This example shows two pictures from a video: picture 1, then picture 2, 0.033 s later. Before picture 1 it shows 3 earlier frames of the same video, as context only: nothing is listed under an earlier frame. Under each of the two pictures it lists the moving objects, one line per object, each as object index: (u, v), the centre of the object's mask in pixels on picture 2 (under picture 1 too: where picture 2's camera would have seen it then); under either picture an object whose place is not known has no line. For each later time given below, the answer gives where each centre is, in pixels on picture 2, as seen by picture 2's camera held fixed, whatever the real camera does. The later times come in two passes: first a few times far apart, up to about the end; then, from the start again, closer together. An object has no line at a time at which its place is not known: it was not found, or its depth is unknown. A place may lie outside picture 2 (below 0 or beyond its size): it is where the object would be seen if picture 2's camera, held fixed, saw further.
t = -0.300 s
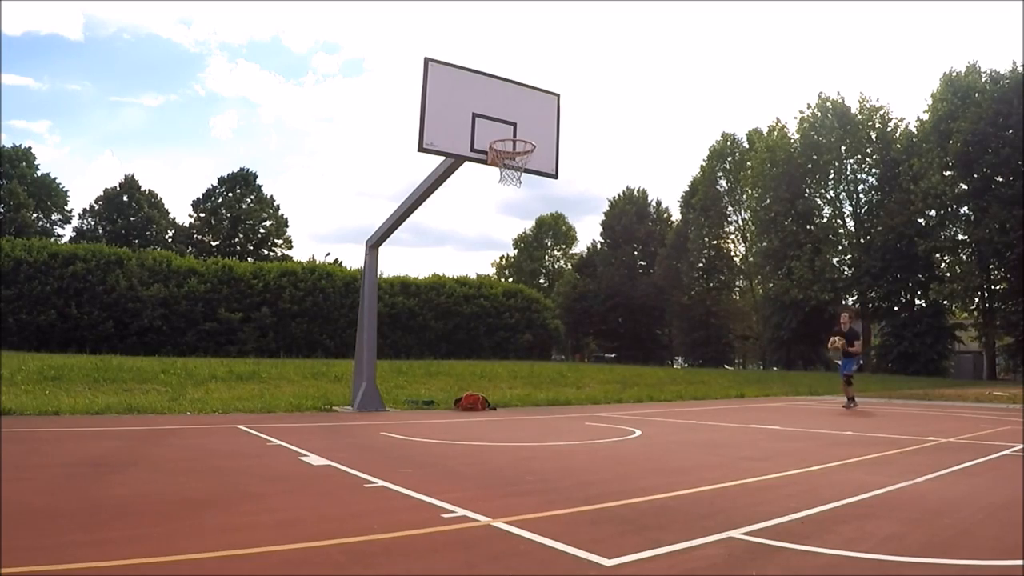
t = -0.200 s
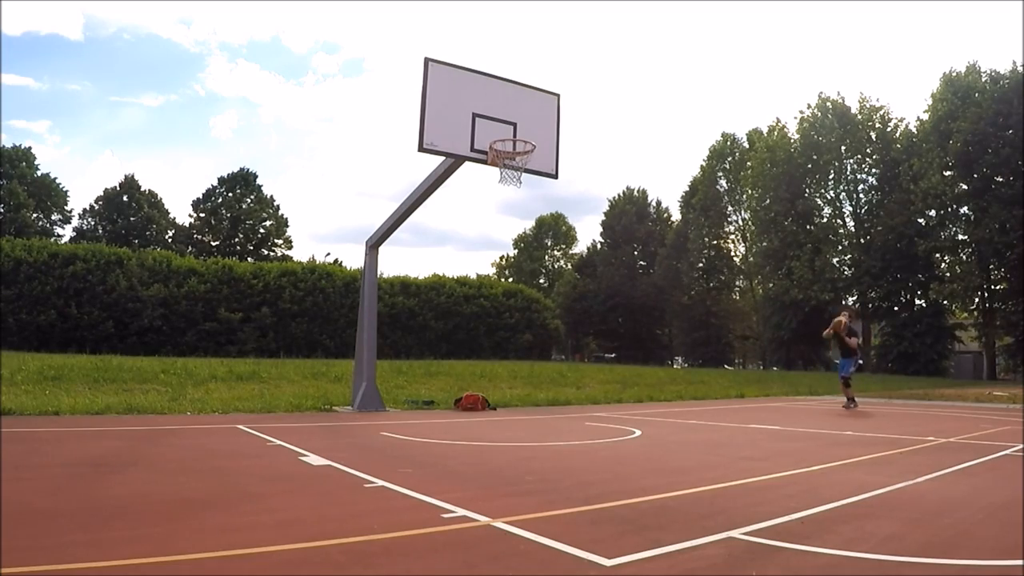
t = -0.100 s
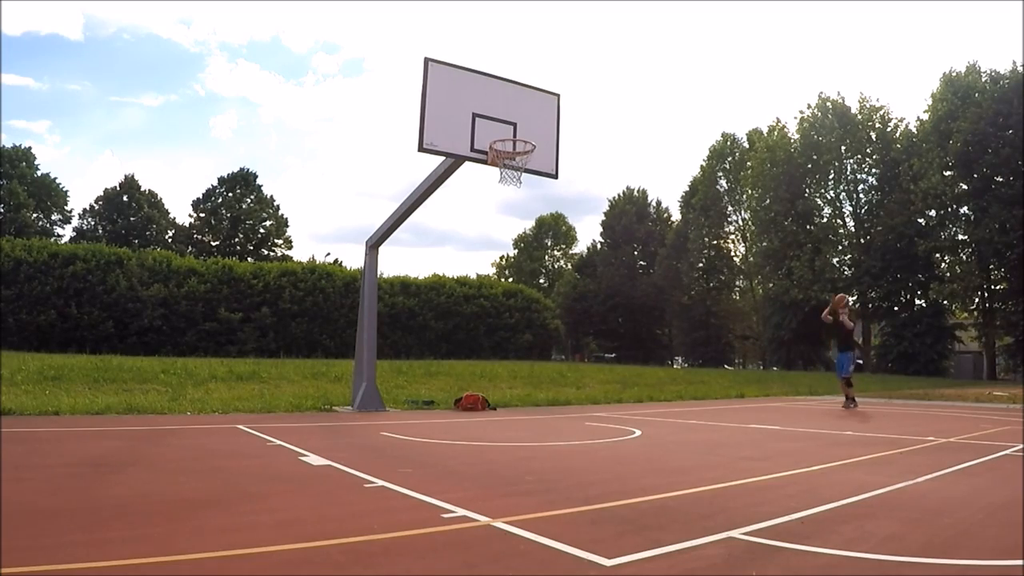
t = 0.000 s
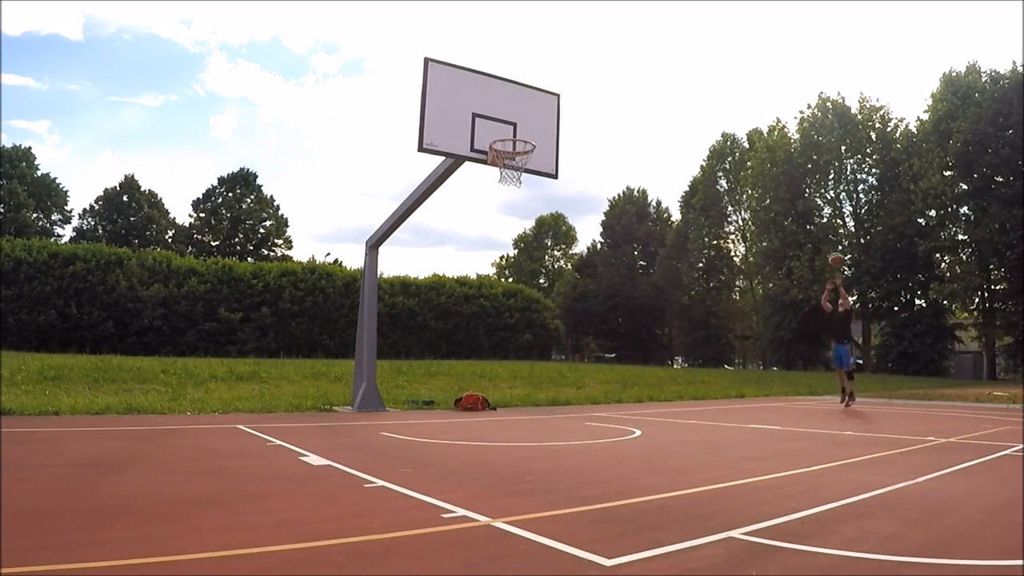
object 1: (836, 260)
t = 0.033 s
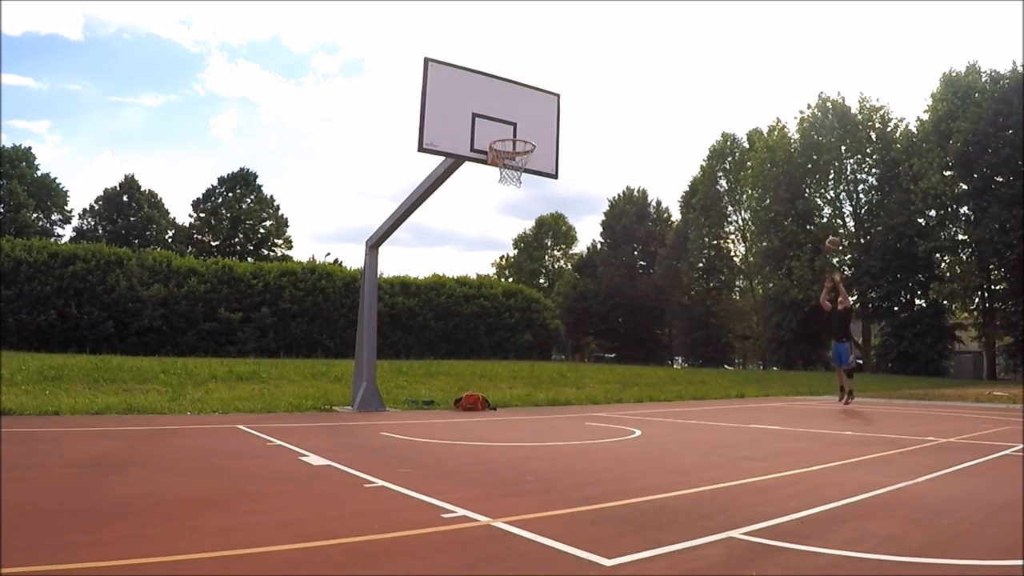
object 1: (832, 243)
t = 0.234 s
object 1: (813, 162)
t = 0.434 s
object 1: (792, 103)
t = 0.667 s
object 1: (766, 60)
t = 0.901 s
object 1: (740, 48)
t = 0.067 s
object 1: (829, 229)
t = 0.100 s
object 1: (826, 215)
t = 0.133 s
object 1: (823, 200)
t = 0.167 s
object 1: (819, 187)
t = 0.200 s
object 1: (816, 174)
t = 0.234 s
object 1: (813, 162)
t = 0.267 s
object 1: (809, 151)
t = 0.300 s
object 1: (805, 140)
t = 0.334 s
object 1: (803, 131)
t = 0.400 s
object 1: (796, 112)
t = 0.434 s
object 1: (792, 103)
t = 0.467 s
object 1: (788, 95)
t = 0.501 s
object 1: (785, 88)
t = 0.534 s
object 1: (781, 81)
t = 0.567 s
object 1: (777, 75)
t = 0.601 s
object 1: (774, 69)
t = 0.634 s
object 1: (770, 64)
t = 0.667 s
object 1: (766, 60)
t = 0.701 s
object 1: (763, 56)
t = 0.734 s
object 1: (759, 53)
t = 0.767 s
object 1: (755, 51)
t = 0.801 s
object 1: (751, 49)
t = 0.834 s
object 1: (747, 48)
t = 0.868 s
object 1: (744, 48)
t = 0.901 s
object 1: (740, 48)
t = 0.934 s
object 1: (736, 49)
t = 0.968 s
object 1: (732, 51)
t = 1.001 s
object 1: (728, 54)
